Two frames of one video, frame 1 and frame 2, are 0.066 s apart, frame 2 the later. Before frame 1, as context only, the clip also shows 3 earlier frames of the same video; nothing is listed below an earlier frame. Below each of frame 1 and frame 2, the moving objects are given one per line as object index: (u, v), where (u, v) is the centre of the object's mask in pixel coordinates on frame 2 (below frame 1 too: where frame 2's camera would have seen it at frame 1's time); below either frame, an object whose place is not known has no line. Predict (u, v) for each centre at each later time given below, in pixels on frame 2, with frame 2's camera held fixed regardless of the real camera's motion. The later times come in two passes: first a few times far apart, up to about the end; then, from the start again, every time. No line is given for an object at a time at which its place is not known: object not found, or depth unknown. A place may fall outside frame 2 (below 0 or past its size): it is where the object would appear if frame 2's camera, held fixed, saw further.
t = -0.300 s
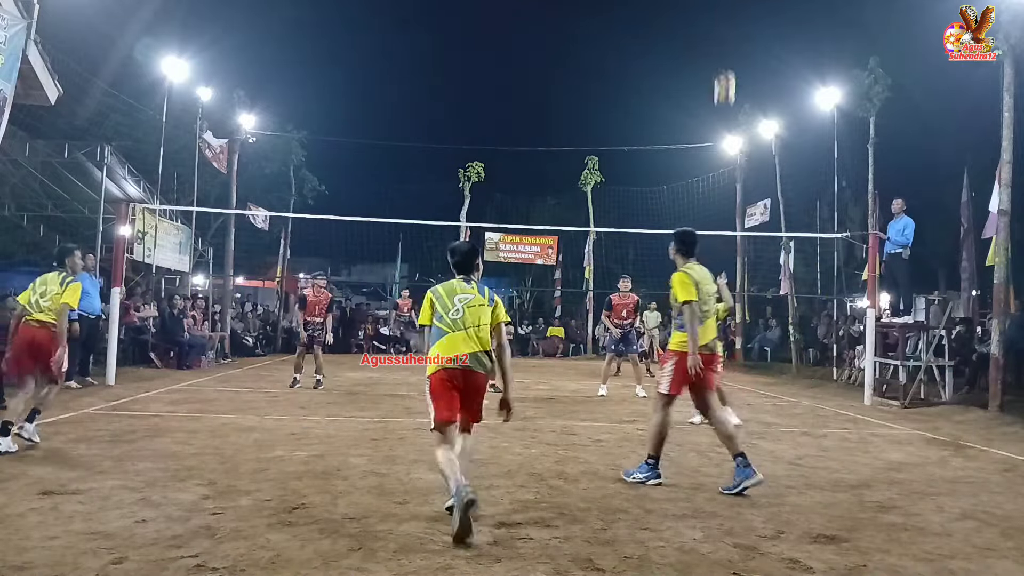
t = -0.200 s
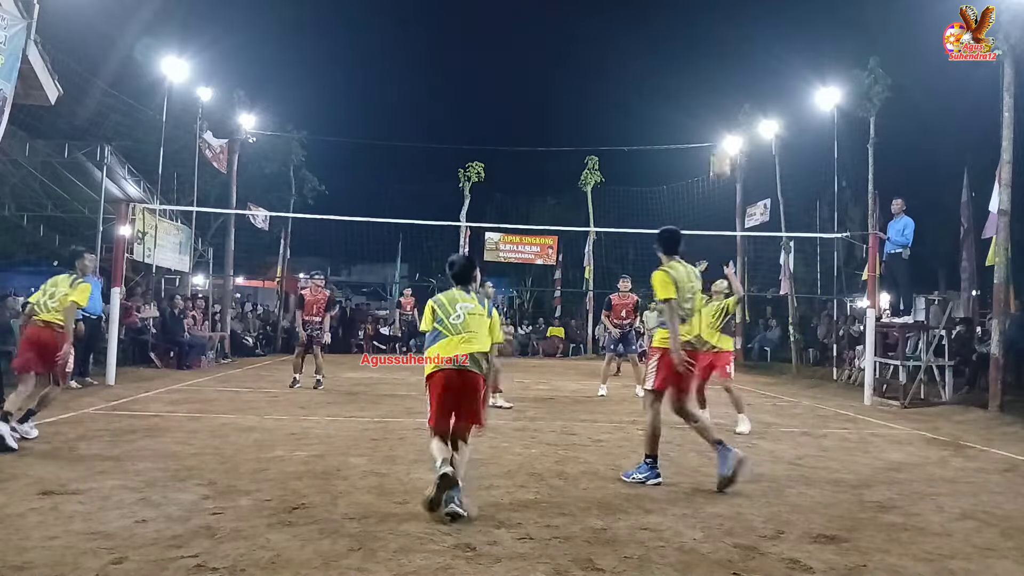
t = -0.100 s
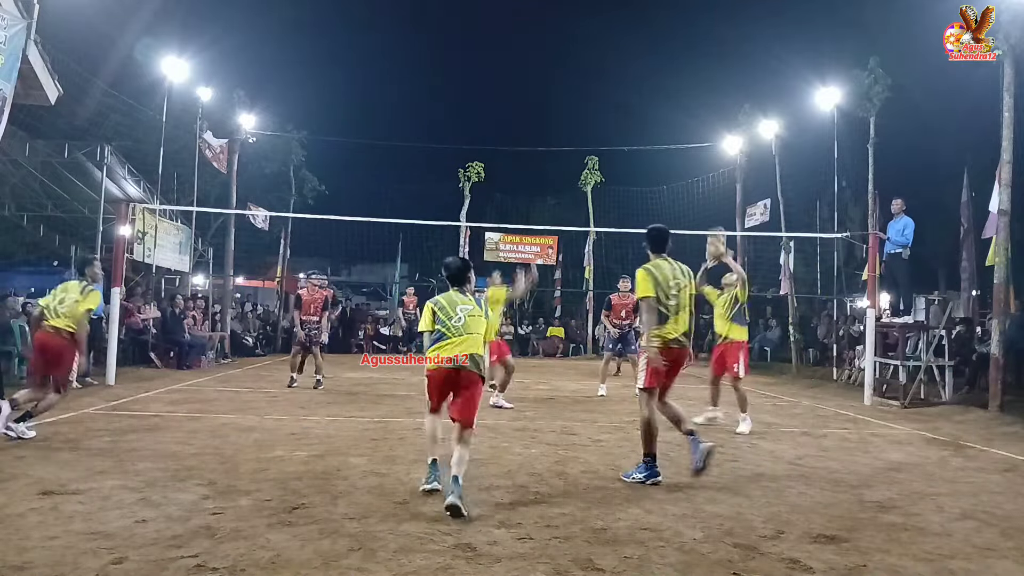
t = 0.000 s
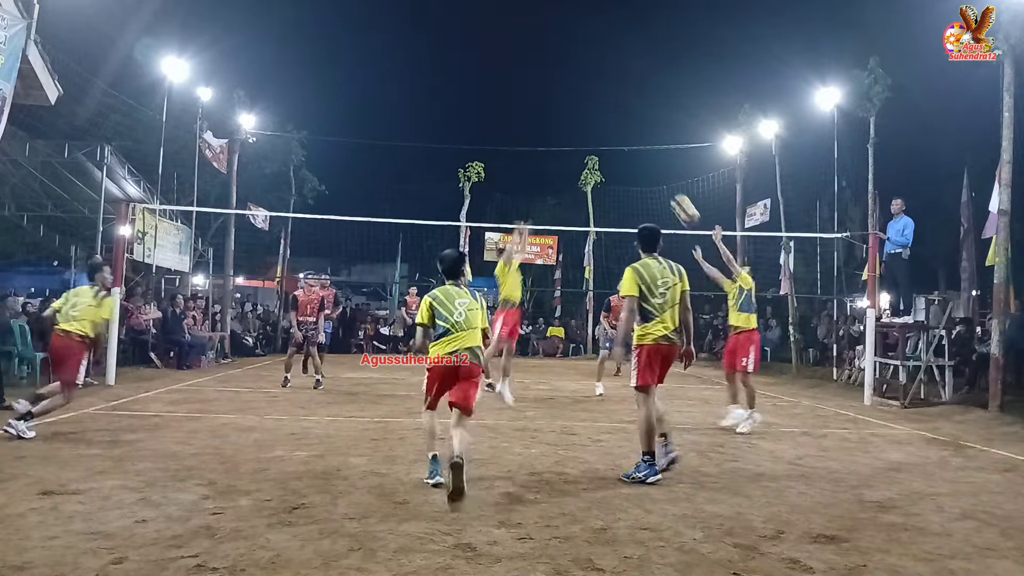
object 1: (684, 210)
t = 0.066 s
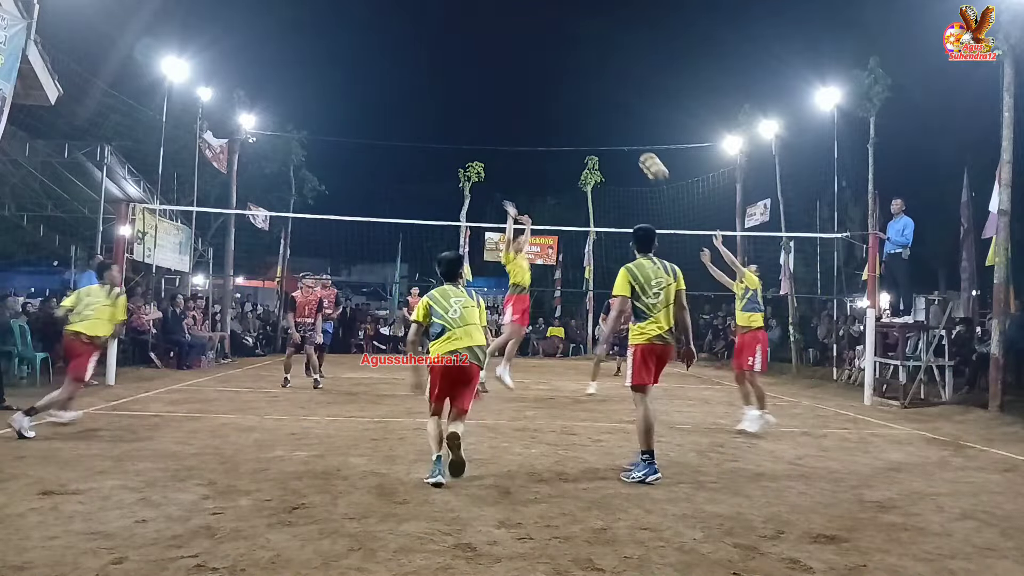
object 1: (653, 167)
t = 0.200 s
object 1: (596, 102)
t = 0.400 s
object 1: (511, 35)
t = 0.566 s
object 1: (444, 9)
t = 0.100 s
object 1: (640, 151)
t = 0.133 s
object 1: (625, 134)
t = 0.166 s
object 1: (610, 116)
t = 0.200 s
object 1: (596, 102)
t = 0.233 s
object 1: (582, 89)
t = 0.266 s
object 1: (567, 75)
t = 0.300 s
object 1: (553, 64)
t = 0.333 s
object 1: (540, 53)
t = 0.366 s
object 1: (525, 44)
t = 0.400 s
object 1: (511, 35)
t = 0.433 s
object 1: (498, 28)
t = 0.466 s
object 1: (484, 22)
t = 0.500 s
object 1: (470, 16)
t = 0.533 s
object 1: (458, 11)
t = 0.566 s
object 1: (444, 9)
